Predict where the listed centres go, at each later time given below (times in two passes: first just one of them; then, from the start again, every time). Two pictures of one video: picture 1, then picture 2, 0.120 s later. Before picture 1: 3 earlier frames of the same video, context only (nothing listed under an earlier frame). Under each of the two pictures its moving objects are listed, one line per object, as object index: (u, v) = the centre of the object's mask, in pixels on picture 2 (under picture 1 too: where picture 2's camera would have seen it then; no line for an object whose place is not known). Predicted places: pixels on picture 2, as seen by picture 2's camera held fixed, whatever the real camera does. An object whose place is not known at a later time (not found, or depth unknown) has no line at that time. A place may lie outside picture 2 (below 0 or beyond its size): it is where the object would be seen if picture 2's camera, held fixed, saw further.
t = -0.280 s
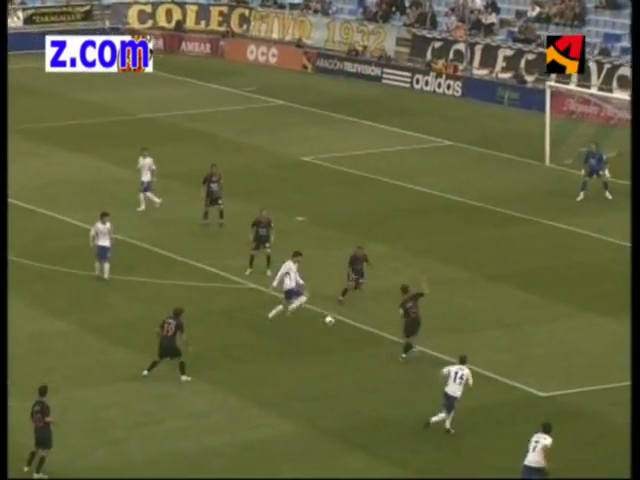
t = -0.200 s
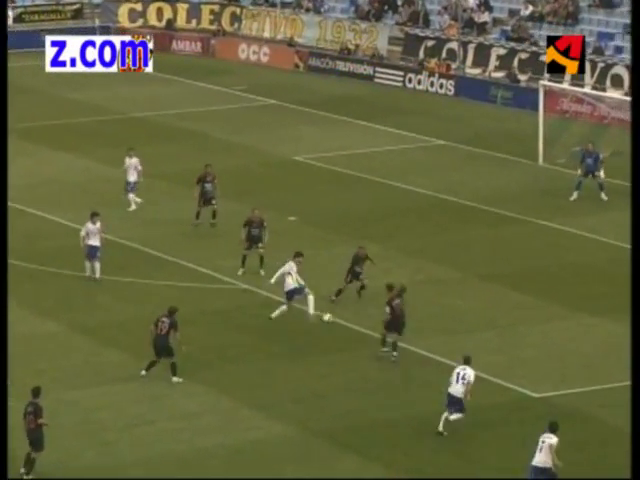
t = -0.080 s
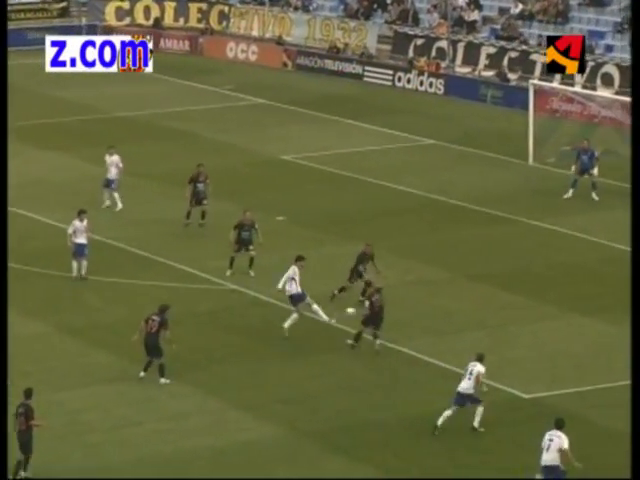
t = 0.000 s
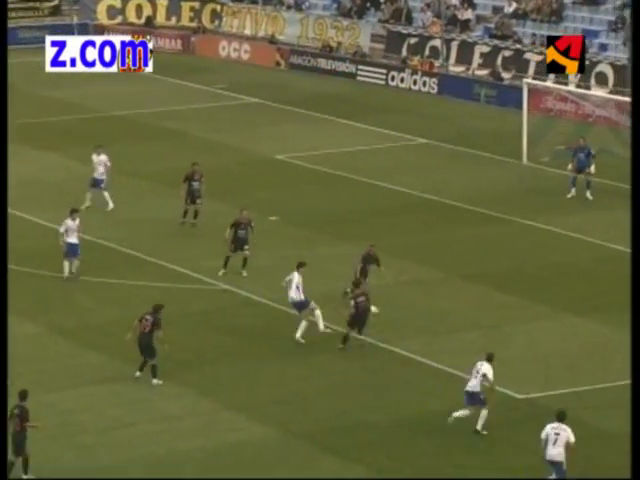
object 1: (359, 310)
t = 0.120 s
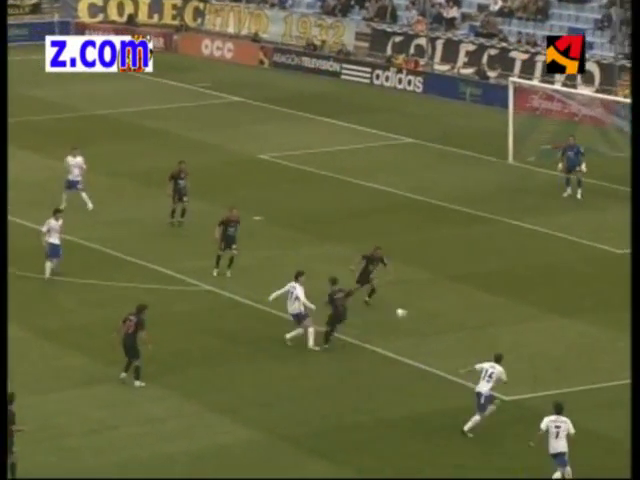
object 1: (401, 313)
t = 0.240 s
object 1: (443, 321)
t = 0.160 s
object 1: (415, 315)
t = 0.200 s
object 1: (430, 317)
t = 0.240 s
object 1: (443, 321)
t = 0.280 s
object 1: (458, 325)
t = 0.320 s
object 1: (472, 331)
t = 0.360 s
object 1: (487, 337)
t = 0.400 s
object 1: (500, 341)
